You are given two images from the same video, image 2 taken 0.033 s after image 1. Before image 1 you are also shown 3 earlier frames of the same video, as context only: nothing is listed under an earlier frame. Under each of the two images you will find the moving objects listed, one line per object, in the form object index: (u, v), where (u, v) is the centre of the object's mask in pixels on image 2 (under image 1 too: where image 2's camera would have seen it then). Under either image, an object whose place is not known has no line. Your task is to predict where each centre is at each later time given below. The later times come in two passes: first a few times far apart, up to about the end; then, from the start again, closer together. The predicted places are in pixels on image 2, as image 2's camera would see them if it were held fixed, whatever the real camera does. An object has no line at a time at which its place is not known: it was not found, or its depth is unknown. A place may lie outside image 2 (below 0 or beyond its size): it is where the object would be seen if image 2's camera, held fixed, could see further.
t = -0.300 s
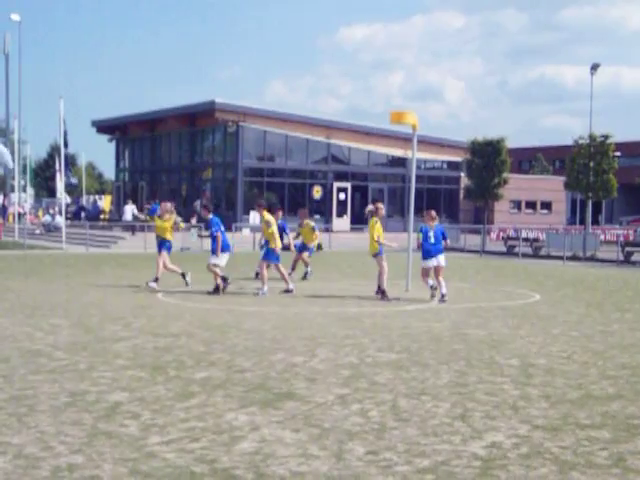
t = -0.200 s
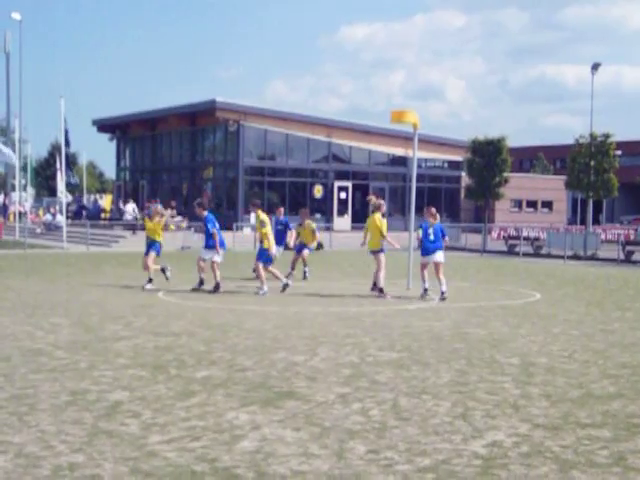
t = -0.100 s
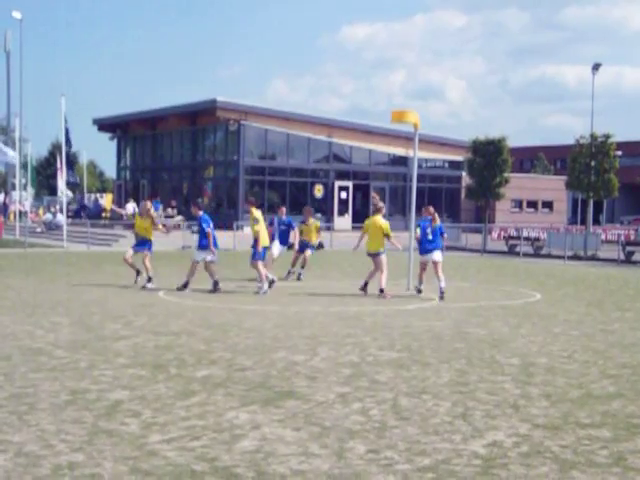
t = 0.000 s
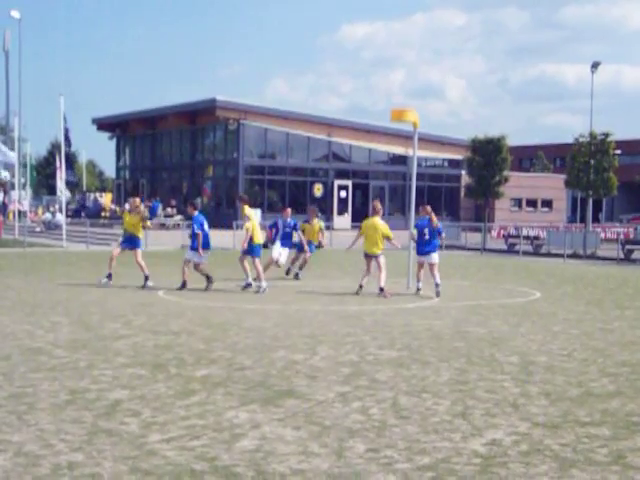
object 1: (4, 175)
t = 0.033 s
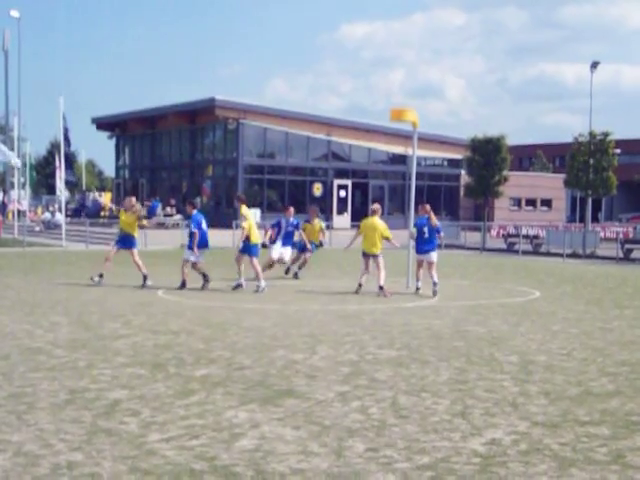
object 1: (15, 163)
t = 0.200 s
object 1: (73, 111)
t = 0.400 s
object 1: (140, 68)
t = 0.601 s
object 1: (206, 49)
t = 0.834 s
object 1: (280, 53)
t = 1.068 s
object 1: (352, 85)
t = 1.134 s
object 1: (372, 99)
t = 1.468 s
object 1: (313, 118)
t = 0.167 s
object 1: (61, 119)
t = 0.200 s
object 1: (73, 111)
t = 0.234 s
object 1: (84, 101)
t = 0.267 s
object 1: (95, 94)
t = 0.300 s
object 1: (107, 86)
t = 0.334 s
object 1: (118, 80)
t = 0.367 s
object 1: (129, 73)
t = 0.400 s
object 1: (140, 68)
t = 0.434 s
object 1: (151, 63)
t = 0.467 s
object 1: (162, 59)
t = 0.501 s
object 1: (173, 56)
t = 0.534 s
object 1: (184, 53)
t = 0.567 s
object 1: (195, 51)
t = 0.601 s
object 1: (206, 49)
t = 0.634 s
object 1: (217, 48)
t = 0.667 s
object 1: (228, 47)
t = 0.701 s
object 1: (239, 47)
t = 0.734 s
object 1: (249, 48)
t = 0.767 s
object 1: (259, 49)
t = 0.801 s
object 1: (270, 51)
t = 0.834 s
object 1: (280, 53)
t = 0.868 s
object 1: (291, 56)
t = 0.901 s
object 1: (301, 60)
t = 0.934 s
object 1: (311, 64)
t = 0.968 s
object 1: (322, 68)
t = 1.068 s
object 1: (352, 85)
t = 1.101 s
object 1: (362, 91)
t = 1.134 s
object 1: (372, 99)
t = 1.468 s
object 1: (313, 118)
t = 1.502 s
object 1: (305, 121)
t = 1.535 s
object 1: (297, 127)
